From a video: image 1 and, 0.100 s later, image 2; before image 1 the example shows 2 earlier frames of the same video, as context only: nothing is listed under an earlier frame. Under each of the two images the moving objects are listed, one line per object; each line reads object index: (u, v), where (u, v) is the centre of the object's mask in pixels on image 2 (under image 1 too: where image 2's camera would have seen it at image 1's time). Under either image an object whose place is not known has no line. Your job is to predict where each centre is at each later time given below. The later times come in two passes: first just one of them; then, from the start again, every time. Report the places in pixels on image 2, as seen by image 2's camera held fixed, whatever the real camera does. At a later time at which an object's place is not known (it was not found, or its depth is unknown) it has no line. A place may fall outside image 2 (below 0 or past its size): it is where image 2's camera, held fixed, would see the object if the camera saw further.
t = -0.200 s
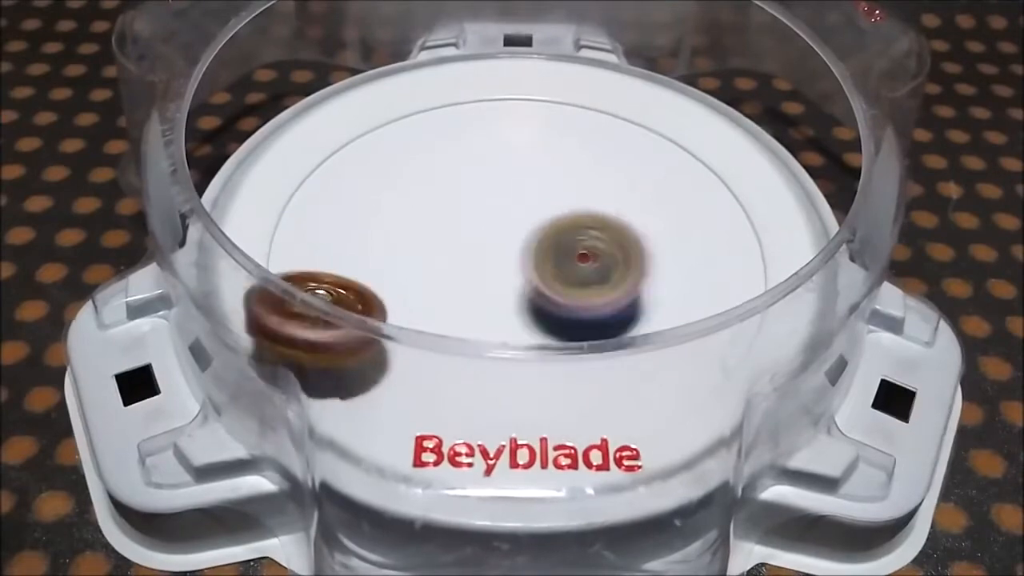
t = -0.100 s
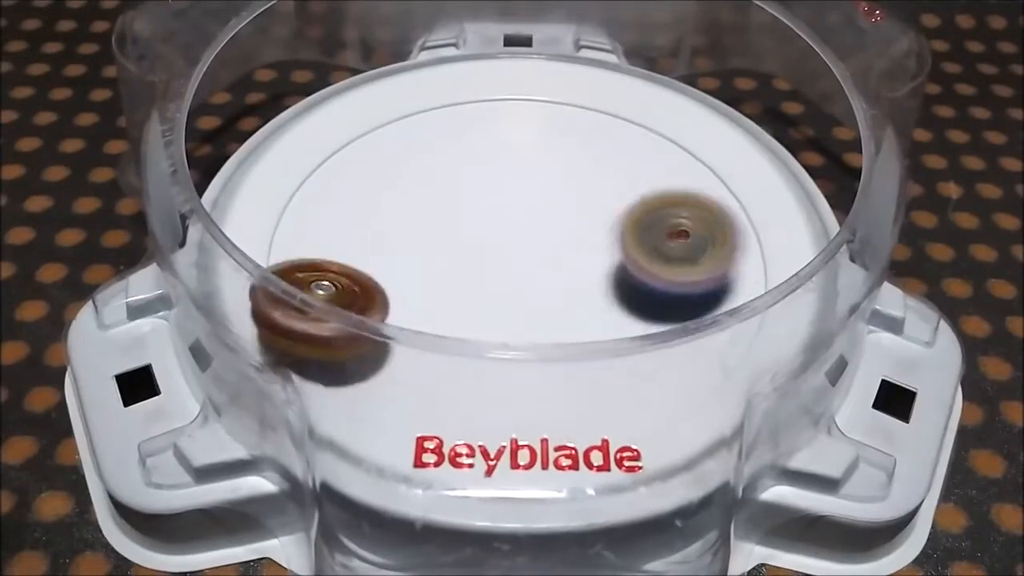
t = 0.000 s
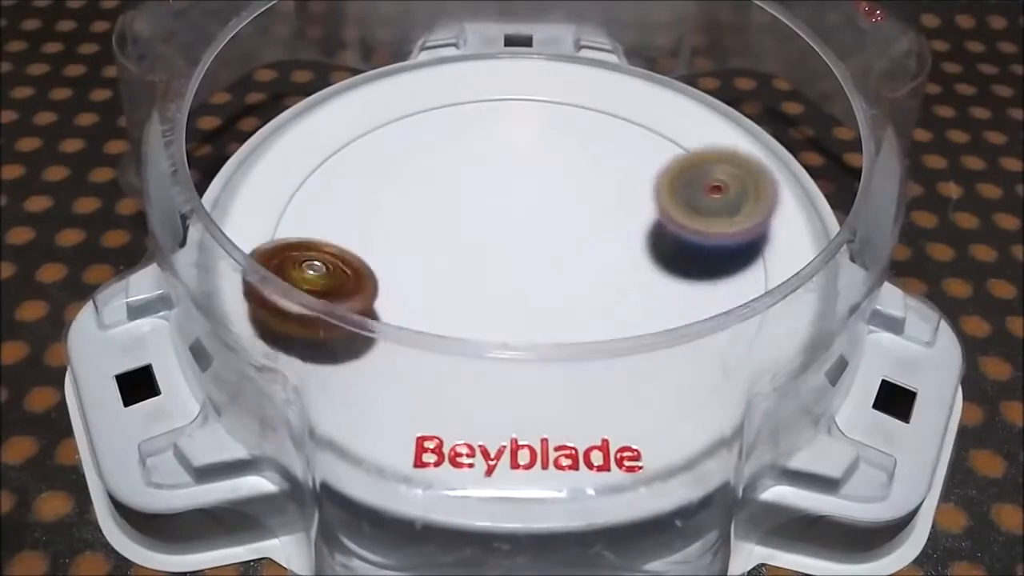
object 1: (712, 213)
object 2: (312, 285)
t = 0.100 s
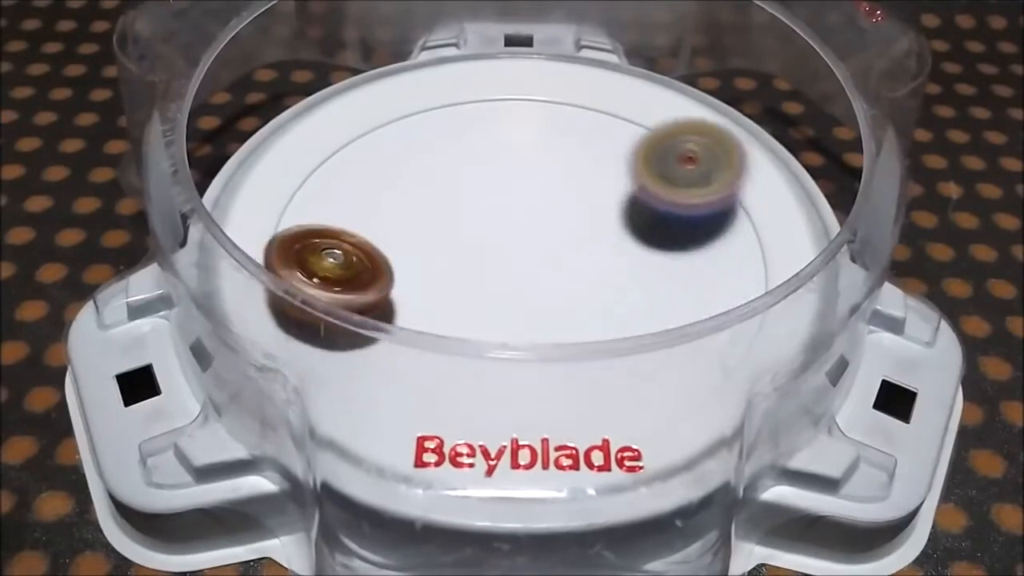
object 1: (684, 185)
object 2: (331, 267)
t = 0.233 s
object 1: (589, 171)
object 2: (352, 246)
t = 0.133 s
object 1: (665, 181)
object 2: (338, 265)
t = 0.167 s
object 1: (642, 178)
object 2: (343, 261)
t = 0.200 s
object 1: (616, 174)
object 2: (348, 256)
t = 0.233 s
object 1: (589, 171)
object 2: (352, 246)
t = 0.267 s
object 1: (562, 172)
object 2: (356, 233)
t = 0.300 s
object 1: (534, 177)
